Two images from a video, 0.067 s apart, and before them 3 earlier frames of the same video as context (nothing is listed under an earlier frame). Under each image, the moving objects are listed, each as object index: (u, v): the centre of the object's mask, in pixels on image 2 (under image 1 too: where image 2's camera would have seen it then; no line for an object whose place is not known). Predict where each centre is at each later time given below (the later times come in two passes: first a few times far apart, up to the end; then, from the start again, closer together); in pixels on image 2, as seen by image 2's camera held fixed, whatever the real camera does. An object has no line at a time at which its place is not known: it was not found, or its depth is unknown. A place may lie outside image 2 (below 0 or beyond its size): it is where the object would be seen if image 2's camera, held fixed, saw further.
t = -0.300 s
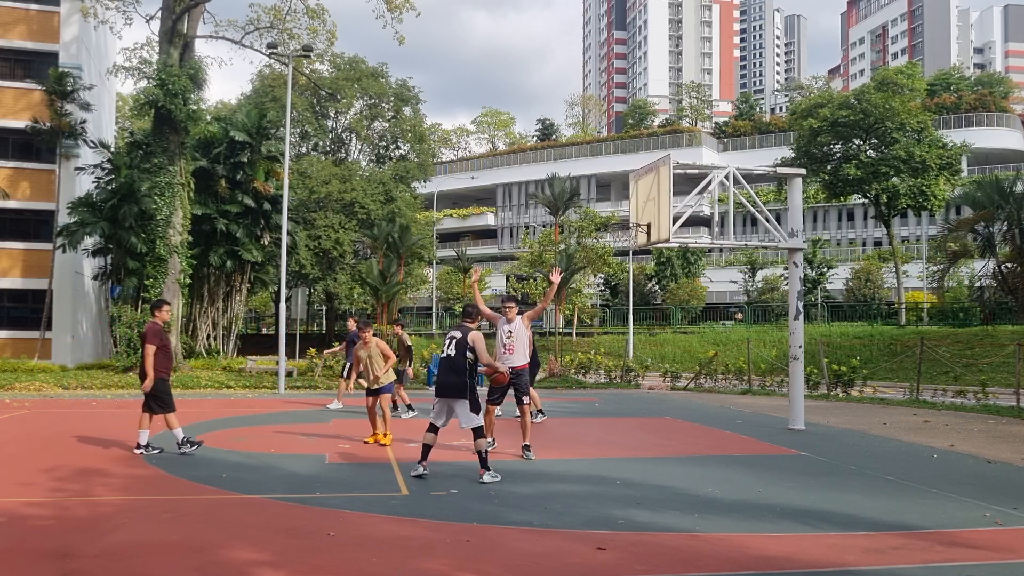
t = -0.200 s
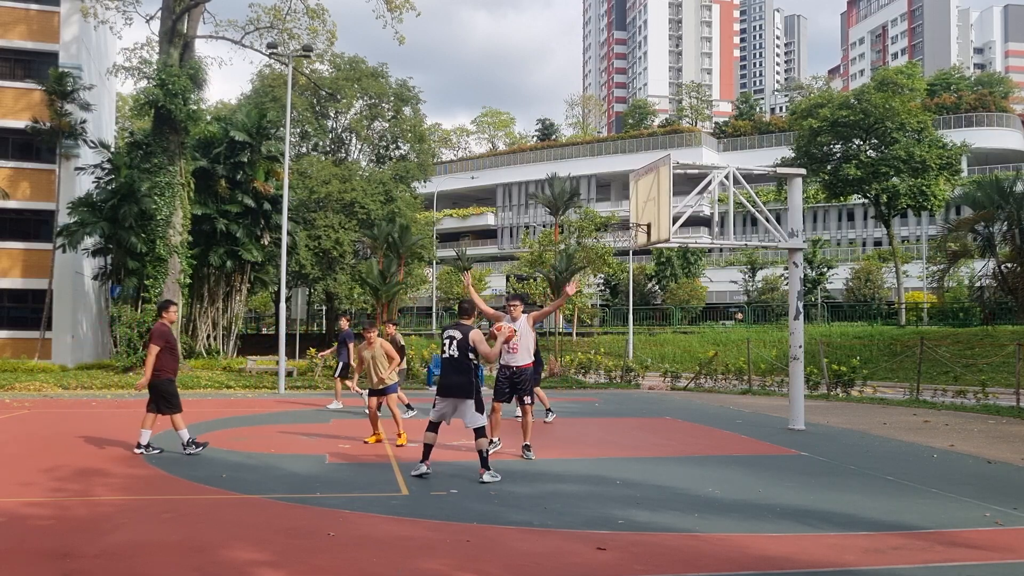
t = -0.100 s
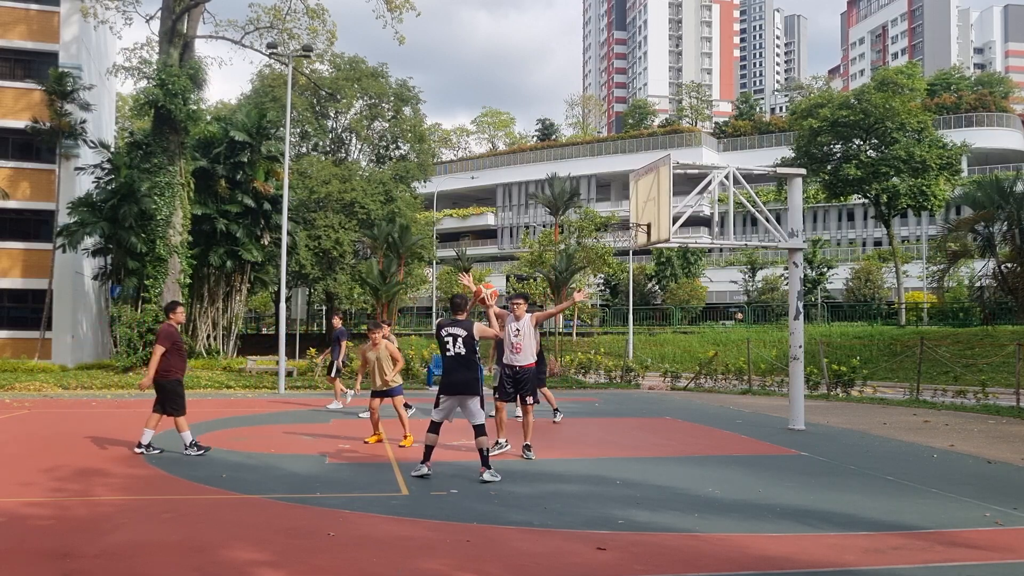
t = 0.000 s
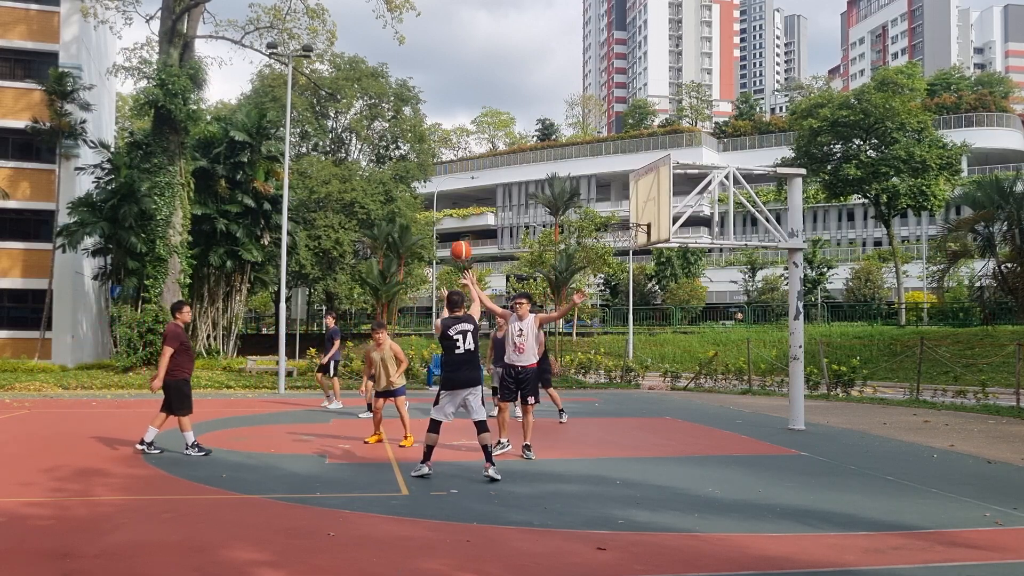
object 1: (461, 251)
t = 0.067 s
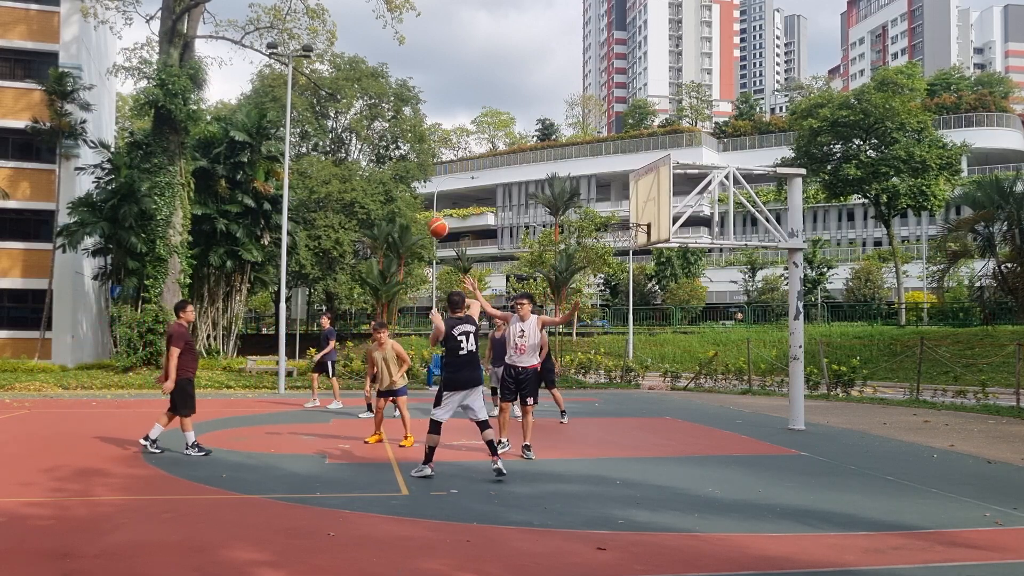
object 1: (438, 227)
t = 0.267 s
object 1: (383, 186)
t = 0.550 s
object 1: (323, 183)
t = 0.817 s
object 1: (278, 220)
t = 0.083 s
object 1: (433, 222)
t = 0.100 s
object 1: (428, 218)
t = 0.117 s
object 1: (423, 213)
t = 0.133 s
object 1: (419, 209)
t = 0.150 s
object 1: (415, 205)
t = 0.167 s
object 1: (410, 202)
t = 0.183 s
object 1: (404, 198)
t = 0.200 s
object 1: (400, 195)
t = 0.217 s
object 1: (395, 193)
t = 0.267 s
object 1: (383, 186)
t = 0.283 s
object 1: (379, 184)
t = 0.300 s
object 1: (375, 182)
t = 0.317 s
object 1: (371, 181)
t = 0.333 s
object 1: (367, 180)
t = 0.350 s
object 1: (363, 179)
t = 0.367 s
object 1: (359, 179)
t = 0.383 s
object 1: (356, 178)
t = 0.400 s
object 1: (352, 177)
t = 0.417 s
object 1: (349, 177)
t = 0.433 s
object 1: (345, 177)
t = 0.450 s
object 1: (342, 178)
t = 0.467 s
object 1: (338, 178)
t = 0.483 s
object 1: (335, 179)
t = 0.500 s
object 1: (332, 180)
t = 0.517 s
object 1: (328, 180)
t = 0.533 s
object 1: (325, 181)
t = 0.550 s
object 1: (323, 183)
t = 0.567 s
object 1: (319, 184)
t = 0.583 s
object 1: (316, 186)
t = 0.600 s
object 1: (313, 187)
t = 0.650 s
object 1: (305, 193)
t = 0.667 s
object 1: (302, 195)
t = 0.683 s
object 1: (299, 197)
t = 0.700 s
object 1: (297, 200)
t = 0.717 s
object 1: (294, 203)
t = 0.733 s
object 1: (291, 205)
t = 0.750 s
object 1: (289, 208)
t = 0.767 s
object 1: (286, 211)
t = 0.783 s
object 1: (283, 214)
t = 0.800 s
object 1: (281, 217)
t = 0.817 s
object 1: (278, 220)
